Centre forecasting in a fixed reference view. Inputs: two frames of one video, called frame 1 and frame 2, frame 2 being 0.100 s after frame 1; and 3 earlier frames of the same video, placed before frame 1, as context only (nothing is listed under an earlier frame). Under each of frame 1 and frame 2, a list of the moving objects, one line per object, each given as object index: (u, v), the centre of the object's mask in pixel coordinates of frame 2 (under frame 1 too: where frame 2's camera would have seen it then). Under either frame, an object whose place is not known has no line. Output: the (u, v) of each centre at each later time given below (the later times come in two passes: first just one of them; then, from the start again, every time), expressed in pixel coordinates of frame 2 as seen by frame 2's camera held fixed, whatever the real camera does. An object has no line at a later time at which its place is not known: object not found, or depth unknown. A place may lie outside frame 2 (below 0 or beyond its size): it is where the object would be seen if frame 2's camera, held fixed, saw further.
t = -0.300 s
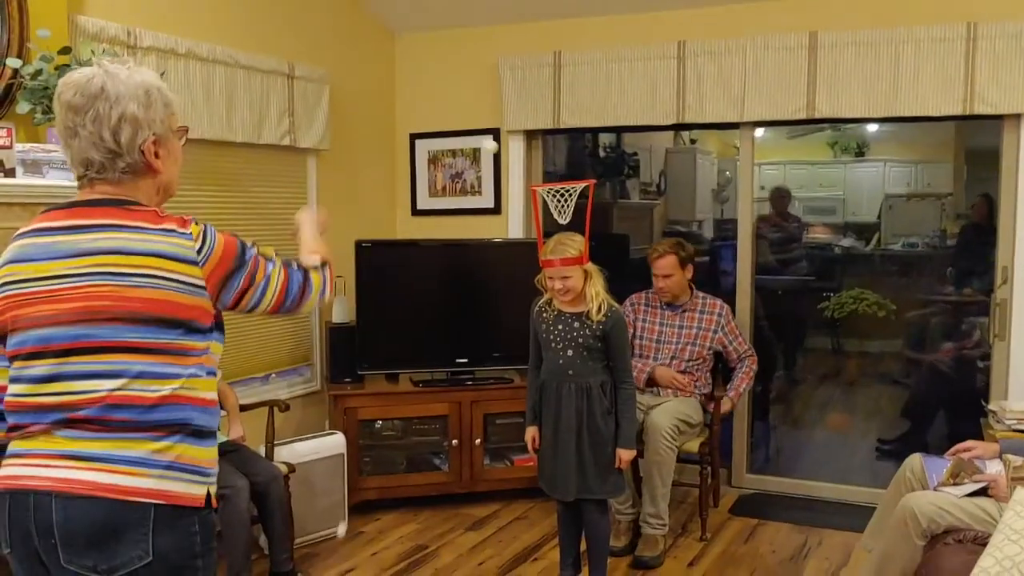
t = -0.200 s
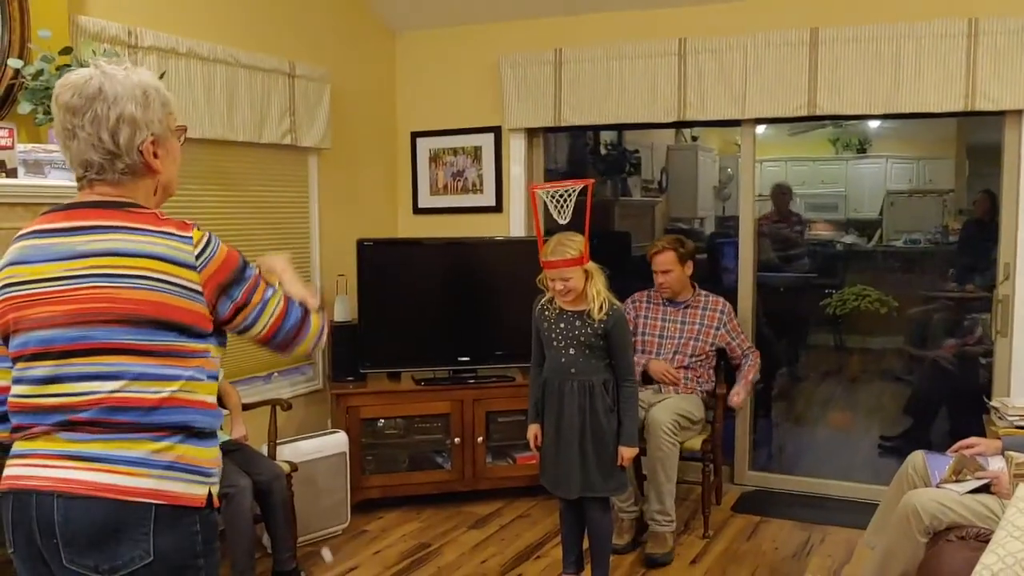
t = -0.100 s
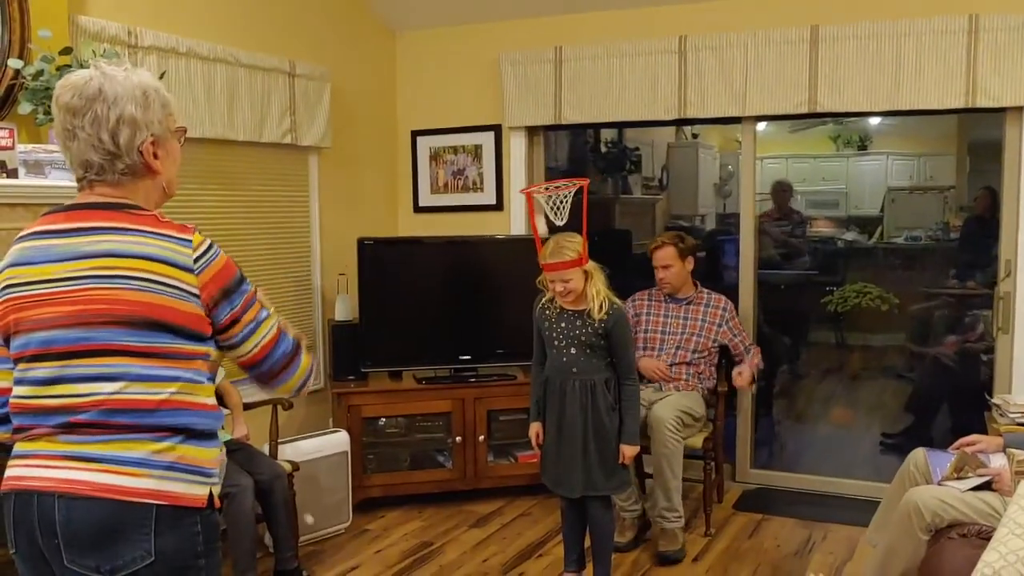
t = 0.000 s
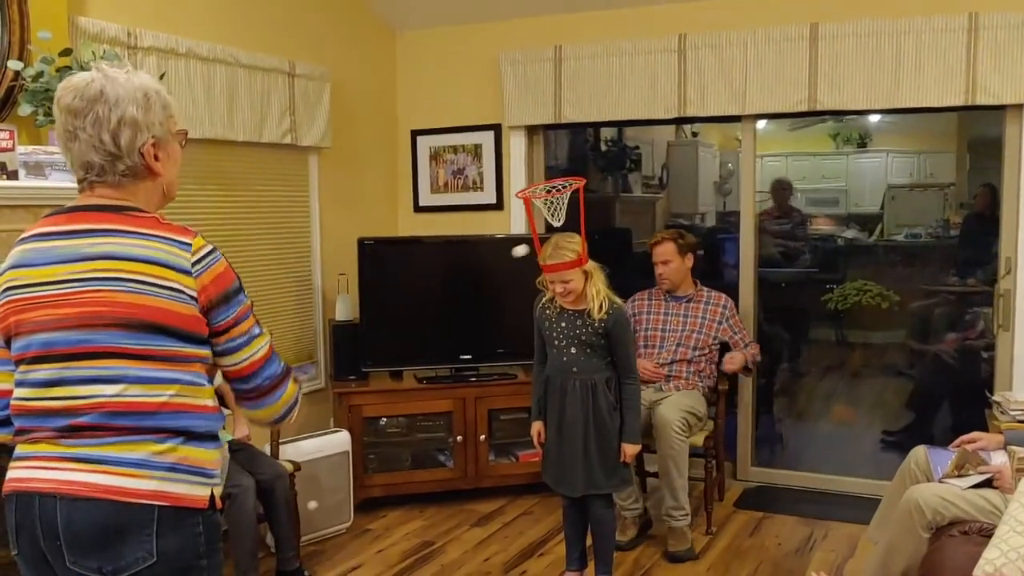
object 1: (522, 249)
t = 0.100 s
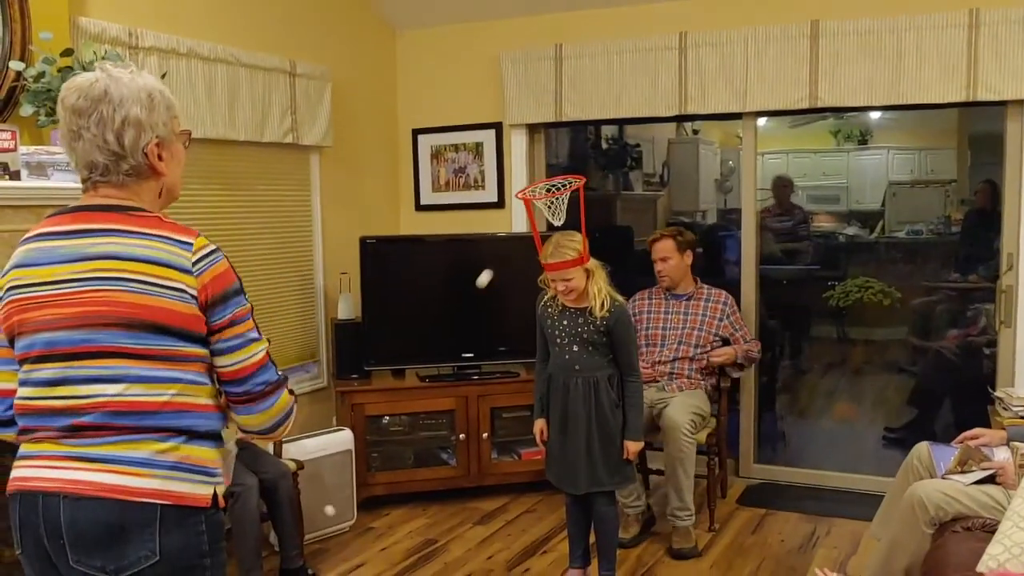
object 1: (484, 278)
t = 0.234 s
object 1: (440, 362)
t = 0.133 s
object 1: (473, 294)
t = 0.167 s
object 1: (461, 313)
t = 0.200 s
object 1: (450, 336)
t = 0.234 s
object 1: (440, 362)
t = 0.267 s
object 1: (431, 390)
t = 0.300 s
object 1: (421, 422)
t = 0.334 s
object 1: (414, 456)
